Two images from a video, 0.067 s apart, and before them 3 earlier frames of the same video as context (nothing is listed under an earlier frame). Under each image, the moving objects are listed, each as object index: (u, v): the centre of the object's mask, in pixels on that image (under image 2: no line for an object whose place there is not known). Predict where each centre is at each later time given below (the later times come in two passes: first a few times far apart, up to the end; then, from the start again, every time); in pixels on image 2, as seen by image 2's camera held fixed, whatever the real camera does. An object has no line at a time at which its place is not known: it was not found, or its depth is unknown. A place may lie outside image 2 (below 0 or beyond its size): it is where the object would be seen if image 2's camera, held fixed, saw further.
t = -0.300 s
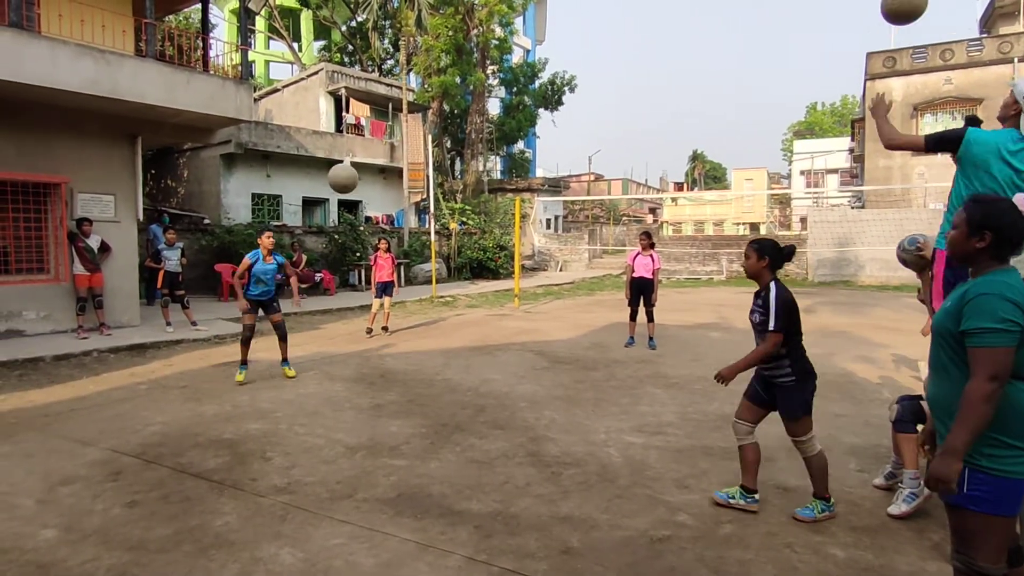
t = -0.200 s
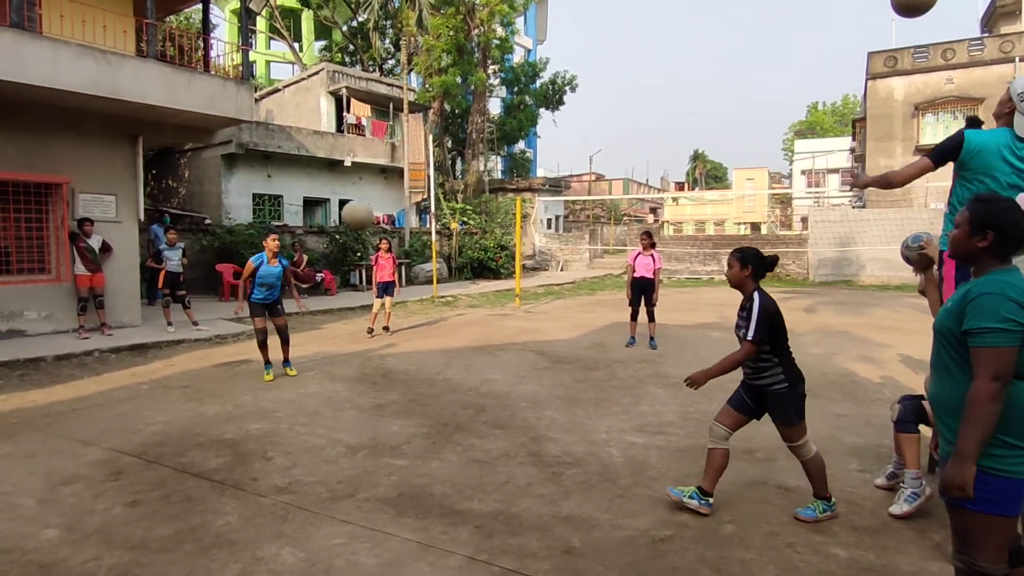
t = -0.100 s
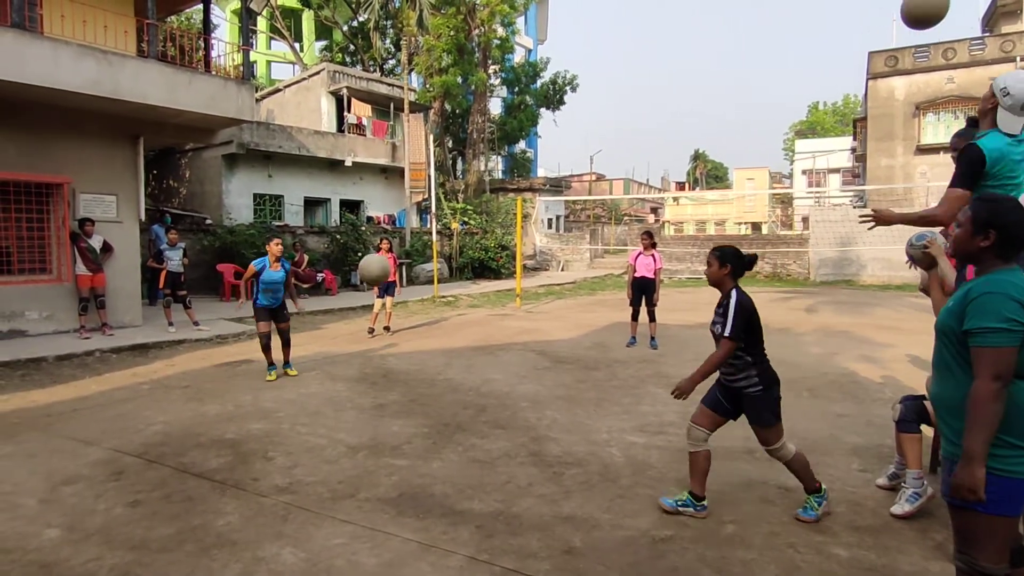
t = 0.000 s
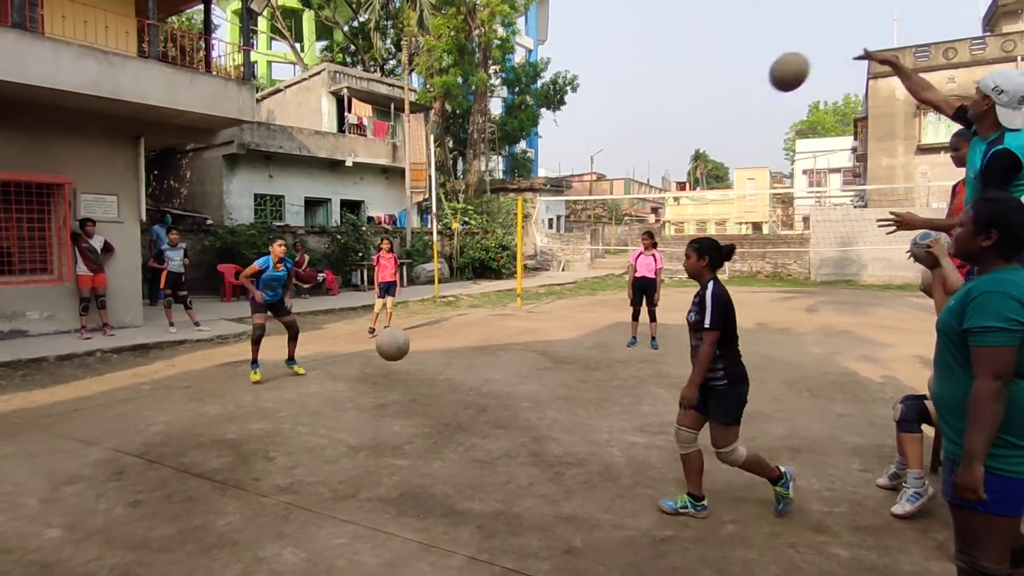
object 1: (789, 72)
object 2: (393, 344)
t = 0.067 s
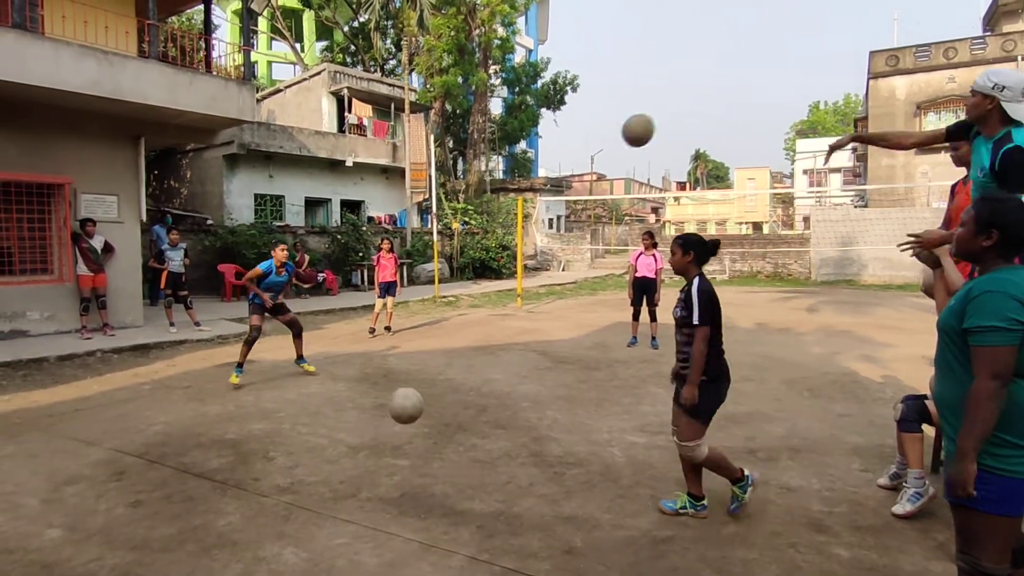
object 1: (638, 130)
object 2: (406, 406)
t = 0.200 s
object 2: (419, 426)
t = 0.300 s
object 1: (348, 280)
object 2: (420, 364)
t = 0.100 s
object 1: (578, 155)
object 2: (413, 440)
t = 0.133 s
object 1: (525, 178)
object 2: (419, 475)
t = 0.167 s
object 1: (482, 201)
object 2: (419, 450)
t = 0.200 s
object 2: (419, 426)
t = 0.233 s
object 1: (406, 242)
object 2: (419, 403)
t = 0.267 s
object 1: (374, 261)
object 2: (420, 383)
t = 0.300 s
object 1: (348, 280)
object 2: (420, 364)
